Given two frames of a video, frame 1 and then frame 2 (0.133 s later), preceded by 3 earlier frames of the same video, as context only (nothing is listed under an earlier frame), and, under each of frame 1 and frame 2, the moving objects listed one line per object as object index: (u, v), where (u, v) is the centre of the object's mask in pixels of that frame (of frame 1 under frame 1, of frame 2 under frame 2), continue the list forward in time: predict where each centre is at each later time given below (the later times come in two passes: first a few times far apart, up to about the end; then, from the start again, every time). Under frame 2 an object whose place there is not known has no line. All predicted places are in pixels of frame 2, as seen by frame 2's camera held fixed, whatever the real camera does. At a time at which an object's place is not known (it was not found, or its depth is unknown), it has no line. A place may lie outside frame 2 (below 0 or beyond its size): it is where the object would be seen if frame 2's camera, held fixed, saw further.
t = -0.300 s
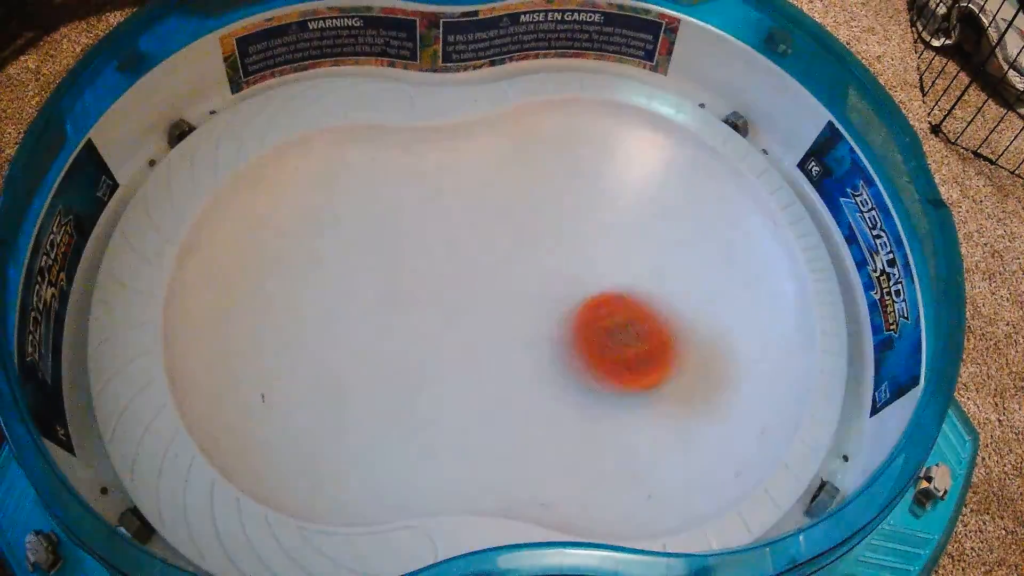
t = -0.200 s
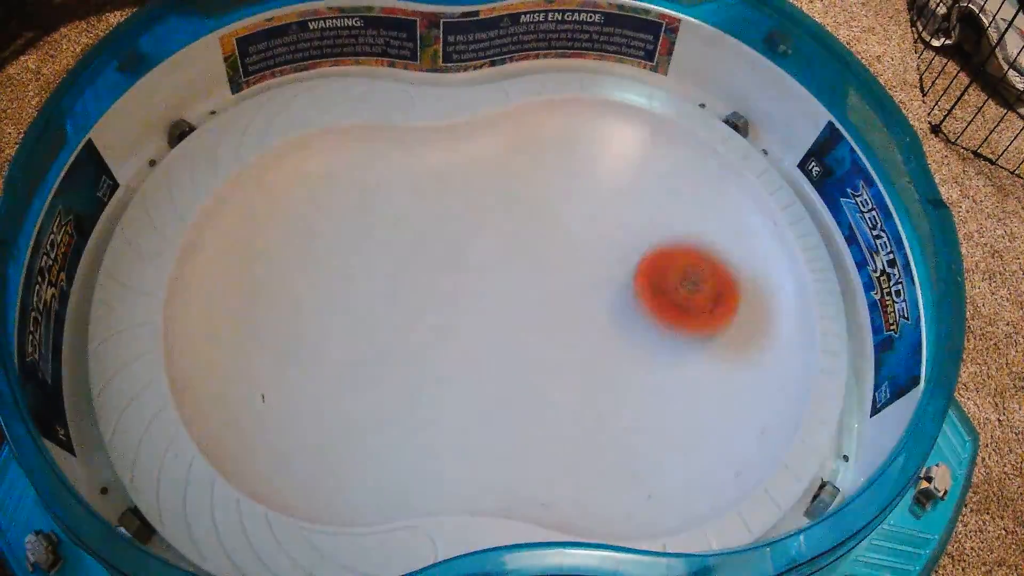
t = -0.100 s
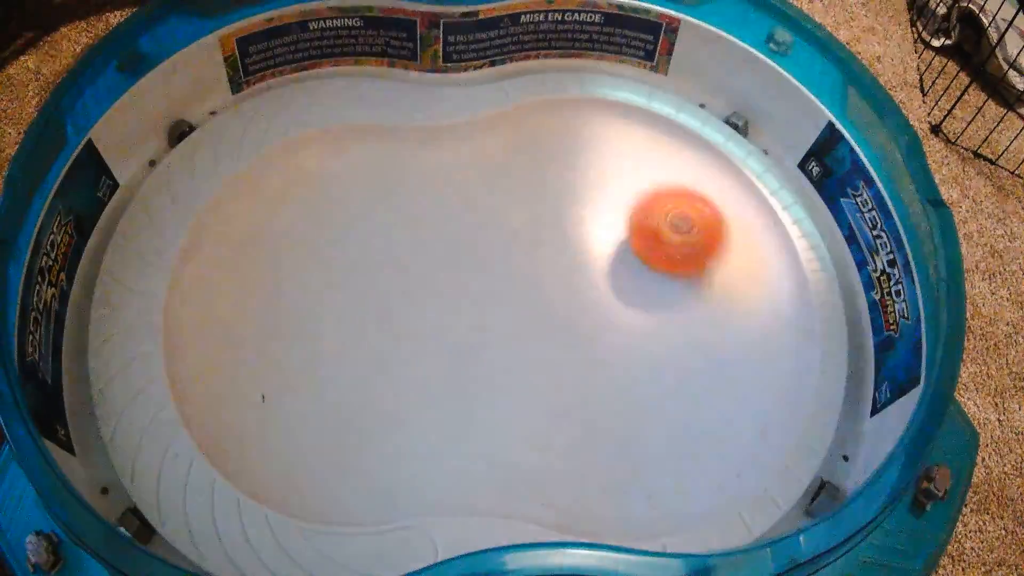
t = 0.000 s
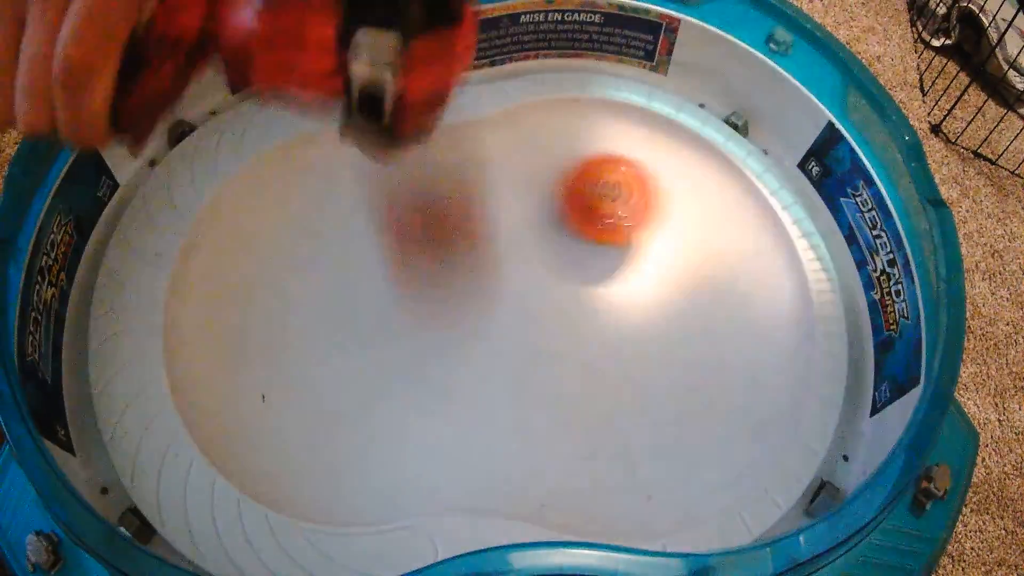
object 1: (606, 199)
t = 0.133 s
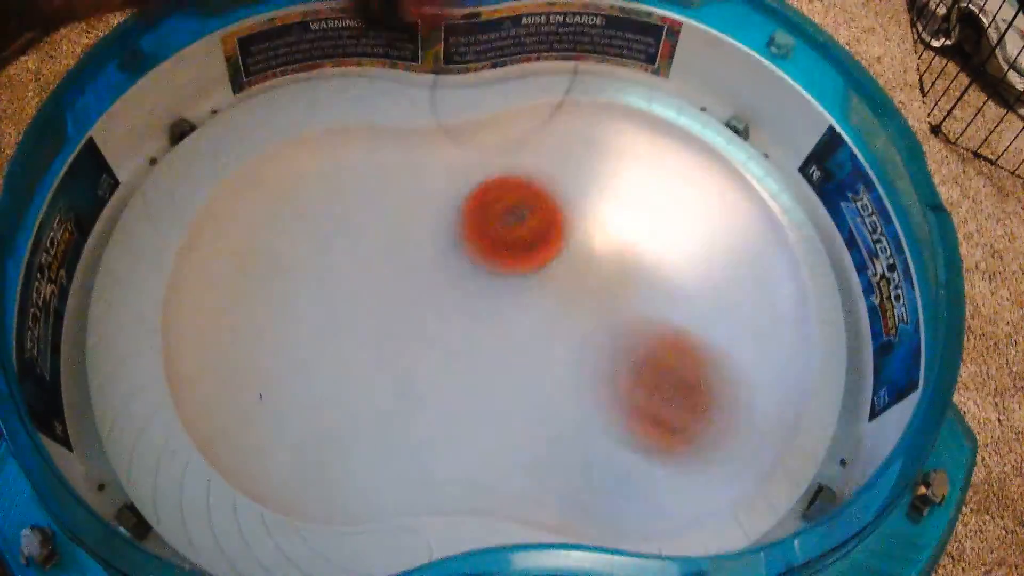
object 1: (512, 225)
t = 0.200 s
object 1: (466, 265)
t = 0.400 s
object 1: (404, 358)
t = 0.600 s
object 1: (493, 367)
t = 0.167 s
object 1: (489, 242)
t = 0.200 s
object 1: (466, 265)
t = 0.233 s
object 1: (447, 285)
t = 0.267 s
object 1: (427, 299)
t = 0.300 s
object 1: (415, 316)
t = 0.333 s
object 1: (406, 332)
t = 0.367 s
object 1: (403, 346)
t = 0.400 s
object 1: (404, 358)
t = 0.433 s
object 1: (410, 367)
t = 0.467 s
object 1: (420, 374)
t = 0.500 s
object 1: (434, 377)
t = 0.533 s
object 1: (451, 376)
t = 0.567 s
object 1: (471, 373)
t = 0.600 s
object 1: (493, 367)
